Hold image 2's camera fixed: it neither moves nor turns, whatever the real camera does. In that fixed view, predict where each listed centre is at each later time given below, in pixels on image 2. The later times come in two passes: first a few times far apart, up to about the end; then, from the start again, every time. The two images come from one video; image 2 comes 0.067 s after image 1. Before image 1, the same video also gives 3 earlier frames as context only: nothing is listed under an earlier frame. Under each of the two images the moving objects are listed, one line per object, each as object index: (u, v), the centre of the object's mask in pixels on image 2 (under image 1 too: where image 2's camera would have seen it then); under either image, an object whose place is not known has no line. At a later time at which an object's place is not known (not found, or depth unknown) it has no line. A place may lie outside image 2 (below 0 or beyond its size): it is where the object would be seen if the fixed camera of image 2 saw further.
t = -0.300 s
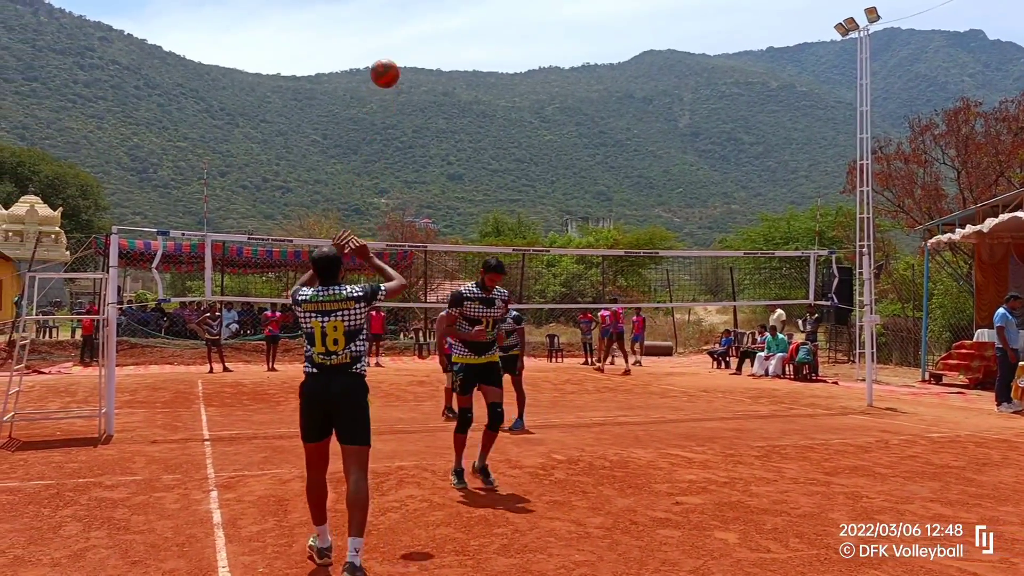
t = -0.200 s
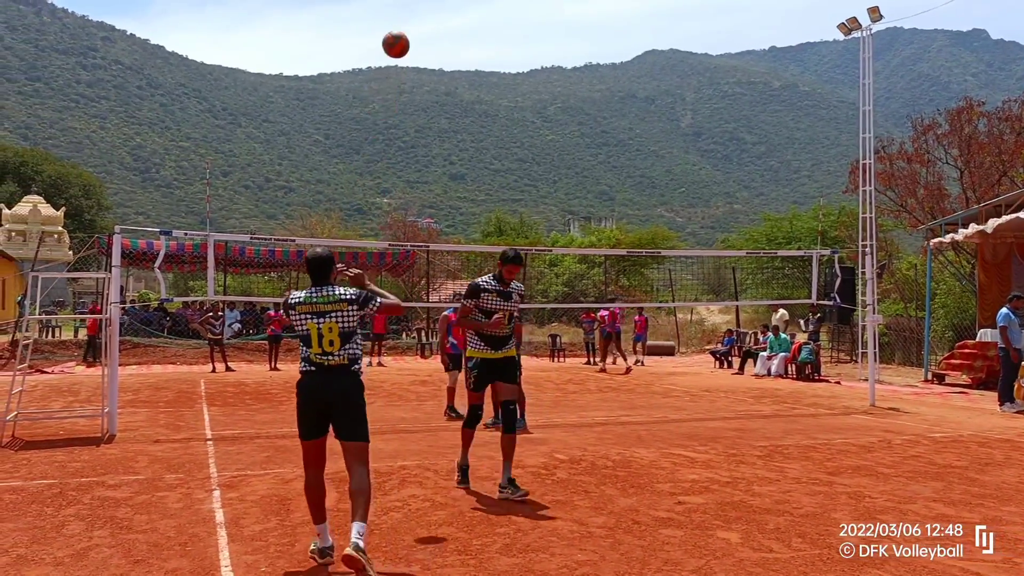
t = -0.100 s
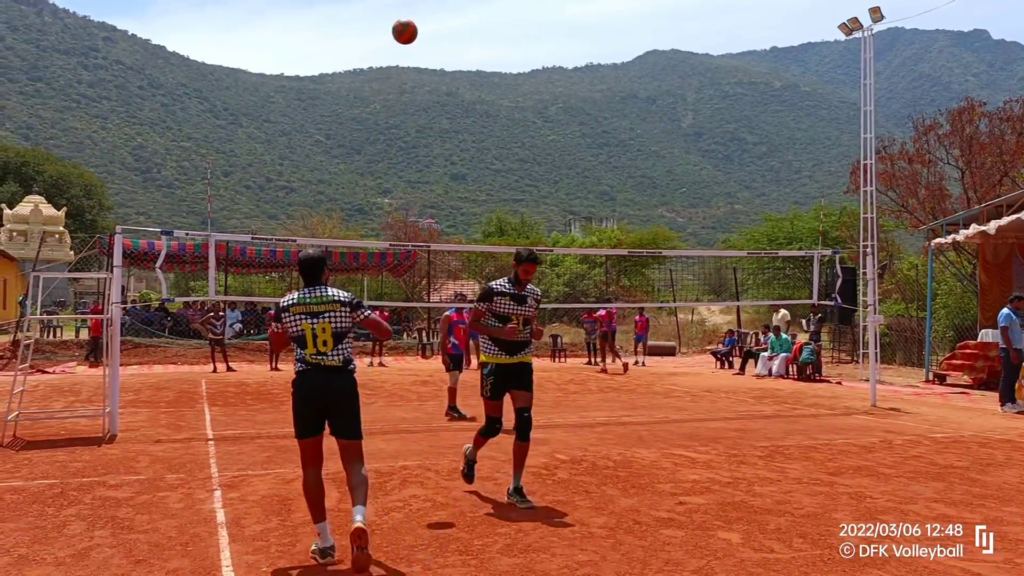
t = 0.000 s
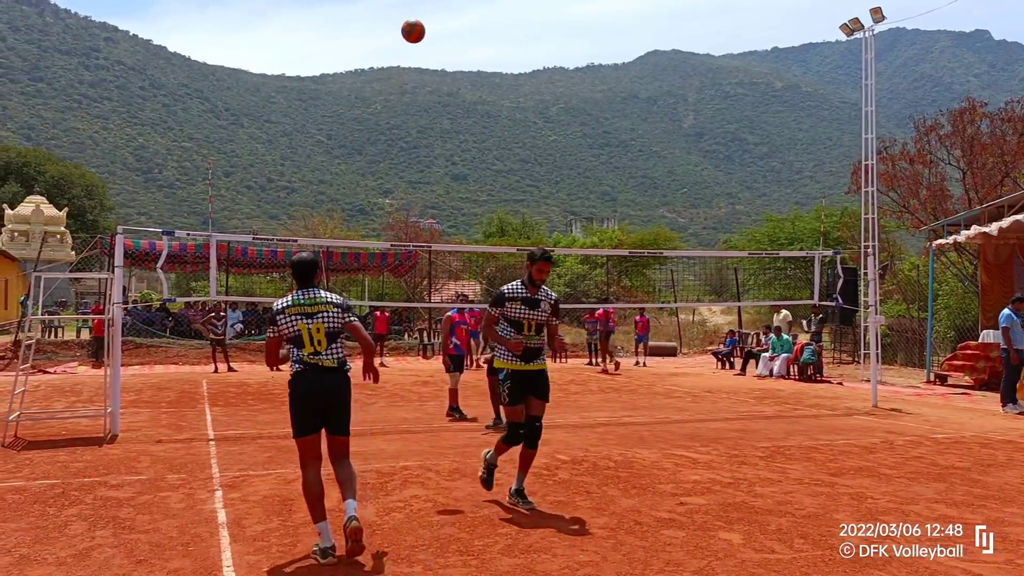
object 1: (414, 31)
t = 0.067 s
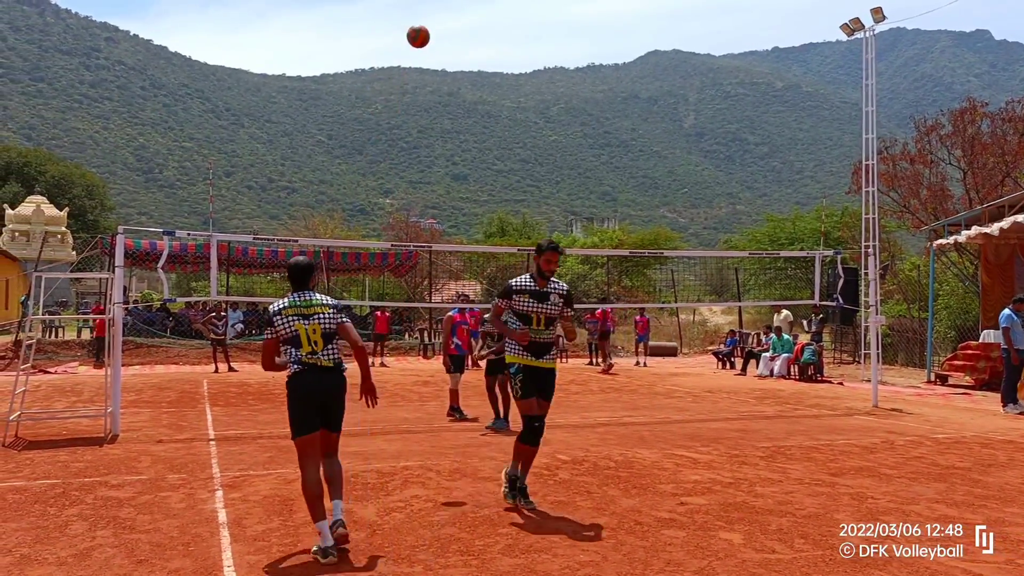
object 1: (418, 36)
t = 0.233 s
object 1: (428, 67)
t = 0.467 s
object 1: (440, 141)
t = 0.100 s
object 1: (420, 41)
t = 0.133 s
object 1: (422, 46)
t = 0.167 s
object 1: (424, 52)
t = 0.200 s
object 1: (426, 59)
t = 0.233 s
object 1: (428, 67)
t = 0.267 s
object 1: (430, 76)
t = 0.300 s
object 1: (432, 85)
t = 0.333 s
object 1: (434, 95)
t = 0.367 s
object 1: (435, 105)
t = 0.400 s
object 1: (437, 117)
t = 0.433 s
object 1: (438, 129)
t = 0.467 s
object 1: (440, 141)
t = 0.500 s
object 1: (441, 154)
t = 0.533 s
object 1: (443, 168)
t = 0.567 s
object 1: (444, 182)
